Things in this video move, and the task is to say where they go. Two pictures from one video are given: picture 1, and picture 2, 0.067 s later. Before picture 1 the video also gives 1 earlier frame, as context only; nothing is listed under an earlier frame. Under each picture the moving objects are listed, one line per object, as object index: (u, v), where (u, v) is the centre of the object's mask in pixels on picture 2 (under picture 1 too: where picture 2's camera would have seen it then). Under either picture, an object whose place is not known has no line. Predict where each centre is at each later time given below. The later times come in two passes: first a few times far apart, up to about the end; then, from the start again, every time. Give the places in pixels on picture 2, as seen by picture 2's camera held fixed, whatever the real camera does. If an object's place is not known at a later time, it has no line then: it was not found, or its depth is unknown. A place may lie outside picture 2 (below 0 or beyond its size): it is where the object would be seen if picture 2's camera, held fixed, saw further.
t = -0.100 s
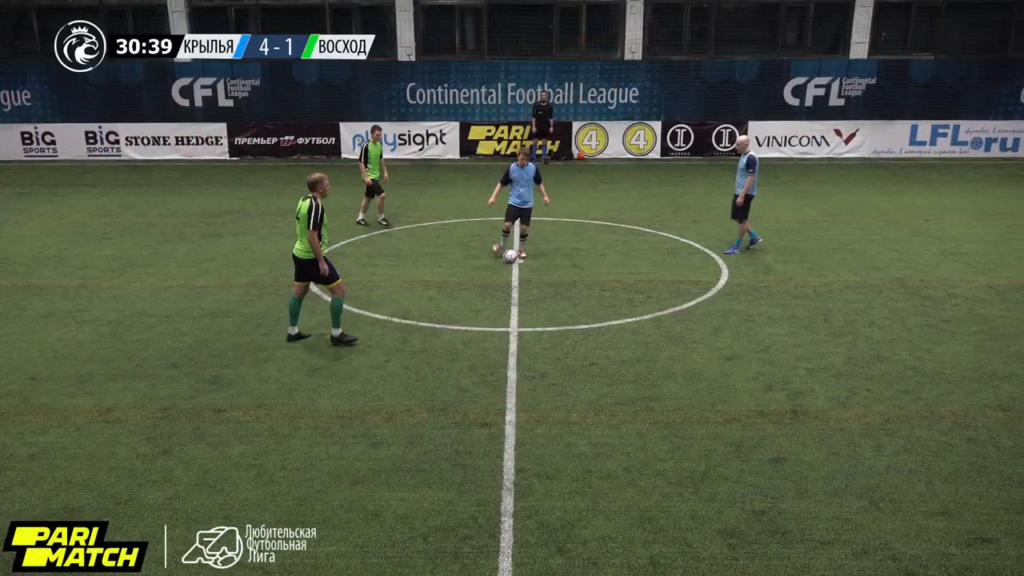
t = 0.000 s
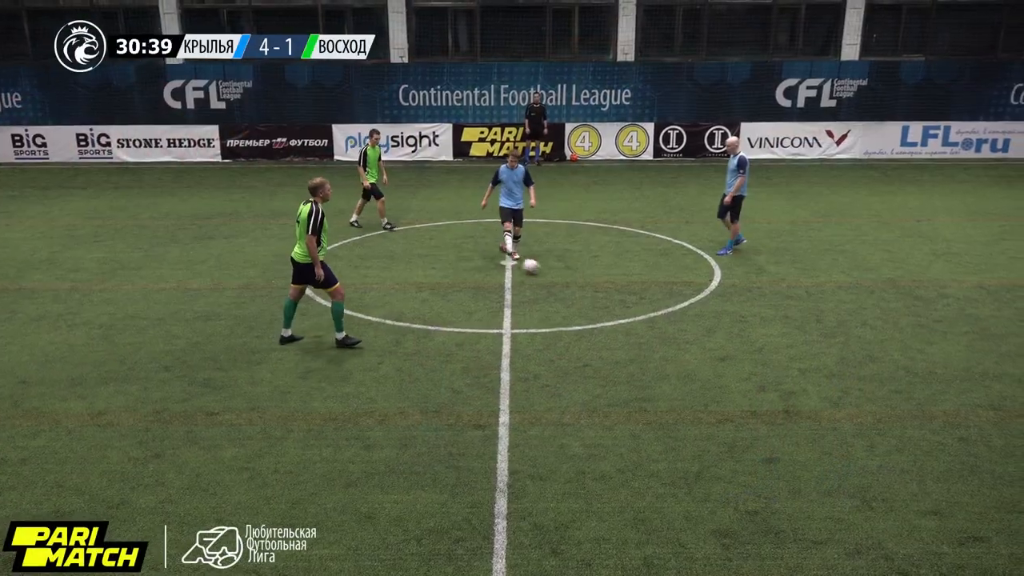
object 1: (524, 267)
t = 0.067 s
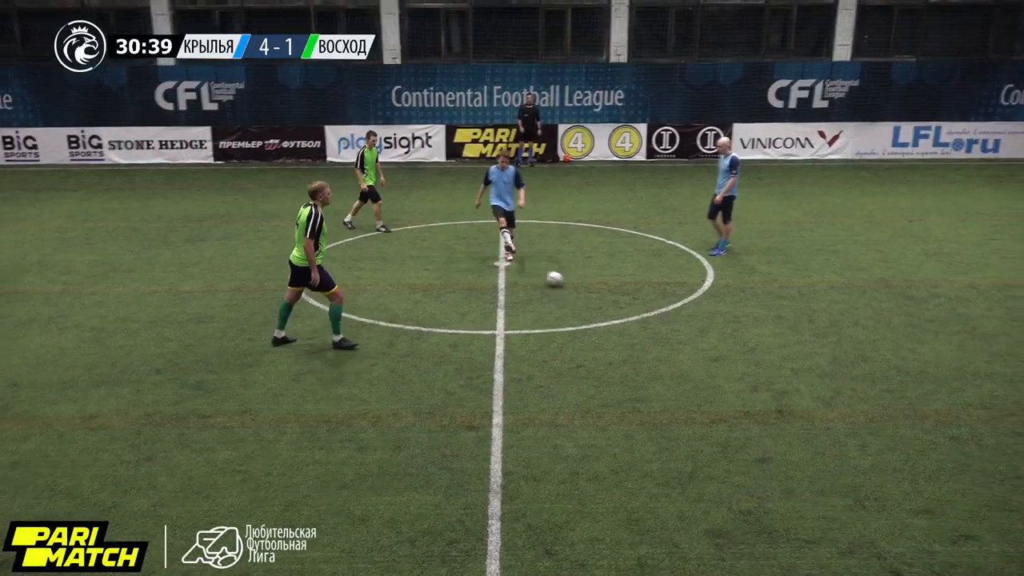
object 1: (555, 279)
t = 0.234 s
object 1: (634, 307)
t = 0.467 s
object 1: (760, 353)
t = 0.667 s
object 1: (888, 396)
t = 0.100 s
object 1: (569, 283)
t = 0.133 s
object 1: (585, 290)
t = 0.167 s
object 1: (601, 296)
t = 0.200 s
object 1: (618, 302)
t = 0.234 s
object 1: (634, 307)
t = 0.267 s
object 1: (651, 314)
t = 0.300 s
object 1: (669, 321)
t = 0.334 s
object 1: (687, 326)
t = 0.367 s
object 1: (704, 334)
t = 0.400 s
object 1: (723, 339)
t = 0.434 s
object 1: (741, 346)
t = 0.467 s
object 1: (760, 353)
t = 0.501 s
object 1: (780, 358)
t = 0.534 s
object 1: (801, 365)
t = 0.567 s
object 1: (821, 373)
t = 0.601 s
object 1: (843, 381)
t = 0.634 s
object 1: (865, 388)
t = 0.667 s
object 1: (888, 396)
